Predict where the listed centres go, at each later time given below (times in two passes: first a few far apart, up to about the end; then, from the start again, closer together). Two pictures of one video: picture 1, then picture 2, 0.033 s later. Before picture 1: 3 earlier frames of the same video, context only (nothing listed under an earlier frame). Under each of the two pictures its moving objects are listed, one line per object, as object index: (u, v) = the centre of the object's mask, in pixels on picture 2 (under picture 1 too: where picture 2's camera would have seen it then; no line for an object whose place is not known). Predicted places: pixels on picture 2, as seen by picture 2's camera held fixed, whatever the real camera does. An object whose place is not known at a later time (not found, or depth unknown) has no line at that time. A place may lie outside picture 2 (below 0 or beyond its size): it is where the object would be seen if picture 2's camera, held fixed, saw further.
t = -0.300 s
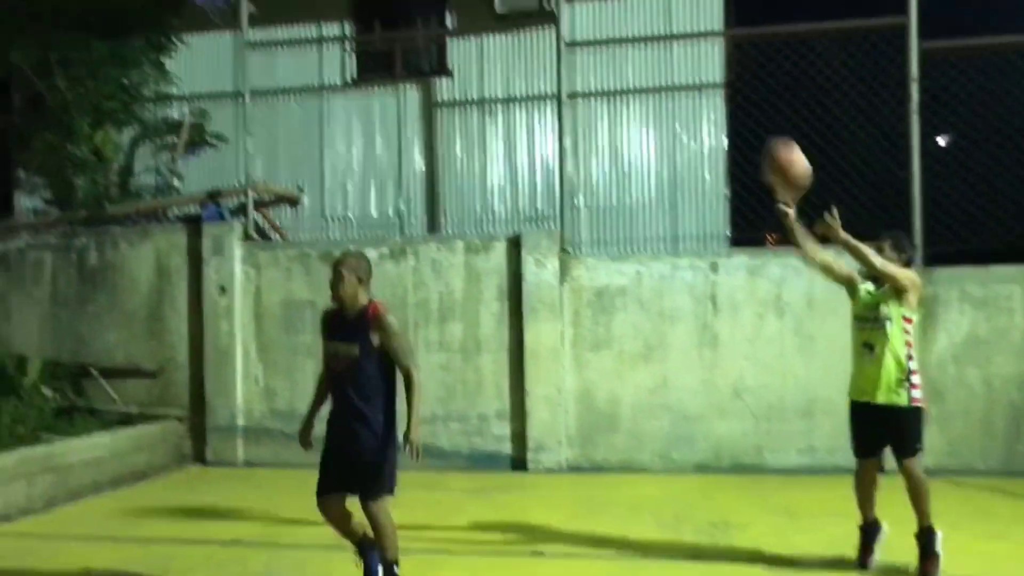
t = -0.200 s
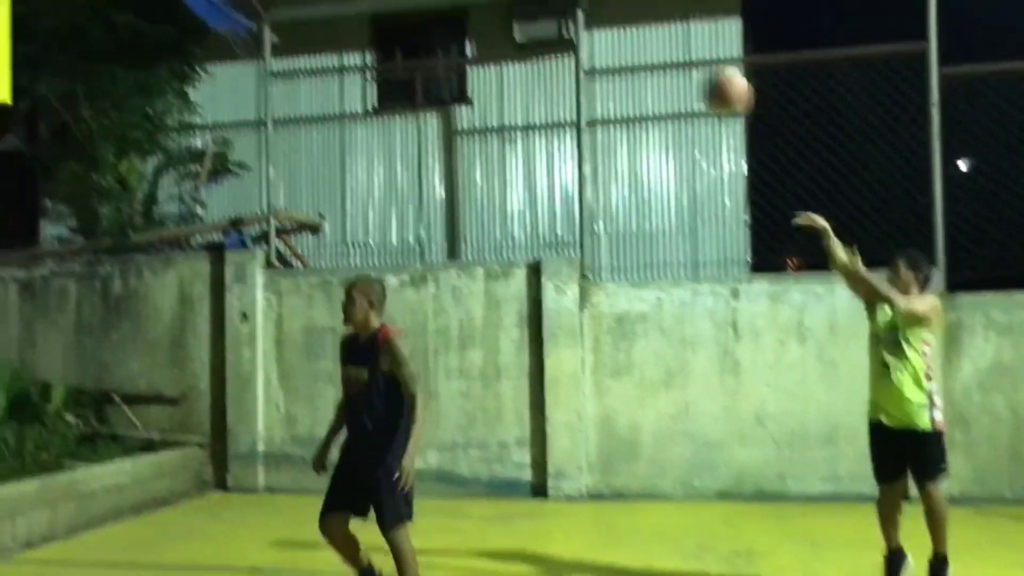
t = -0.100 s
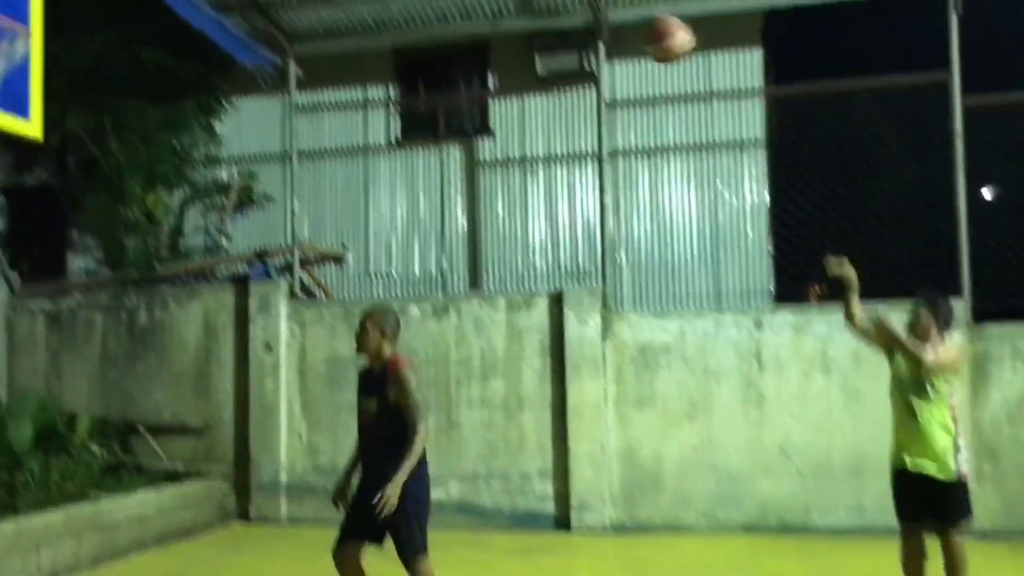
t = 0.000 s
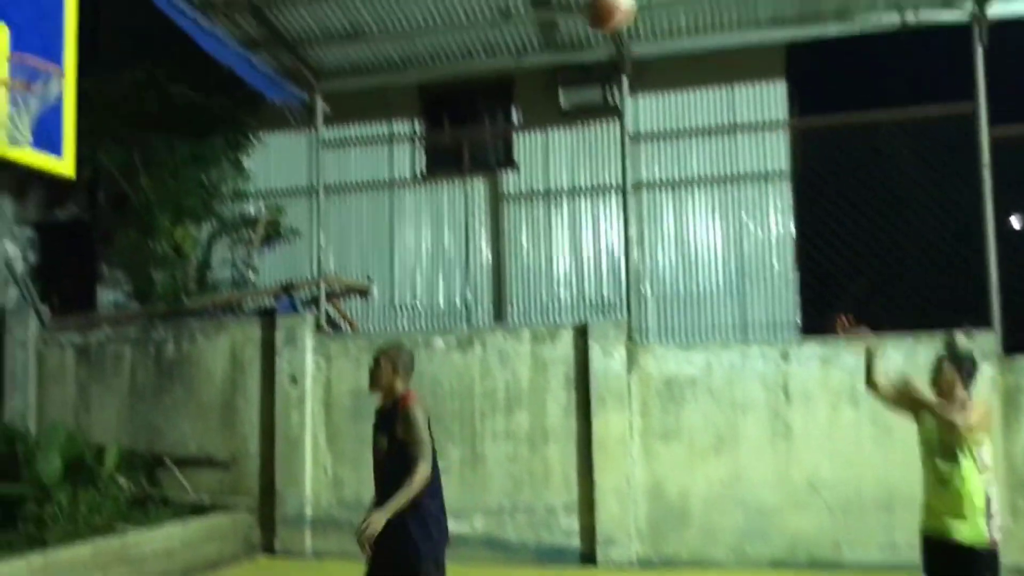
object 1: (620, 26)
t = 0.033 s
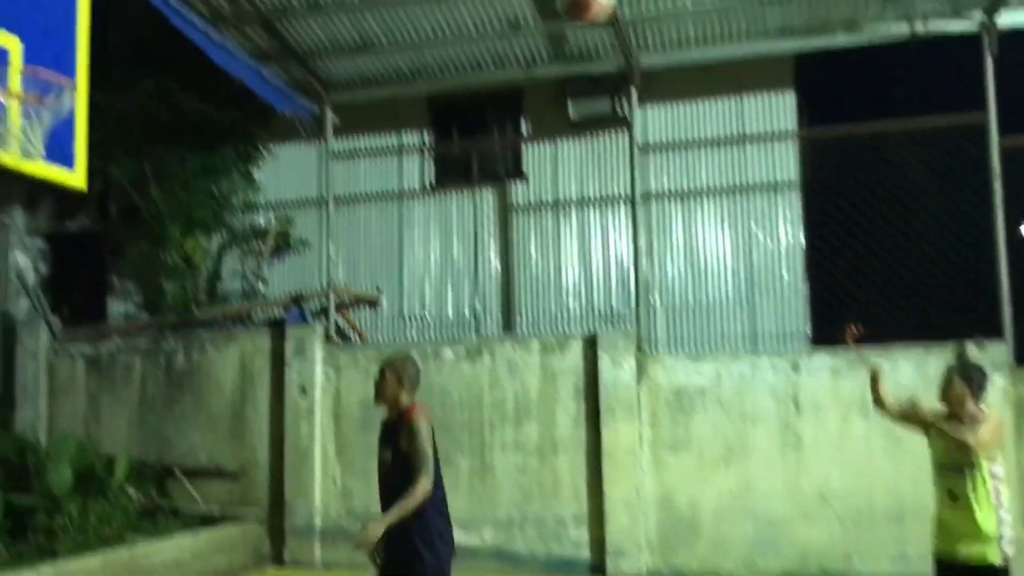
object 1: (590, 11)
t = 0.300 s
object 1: (366, -67)
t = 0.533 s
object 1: (164, -14)
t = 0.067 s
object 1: (561, -1)
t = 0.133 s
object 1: (507, -26)
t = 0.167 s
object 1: (479, -36)
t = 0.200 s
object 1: (450, -46)
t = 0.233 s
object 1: (421, -55)
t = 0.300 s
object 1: (366, -67)
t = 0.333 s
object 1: (337, -66)
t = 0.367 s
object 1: (307, -63)
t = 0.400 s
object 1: (281, -58)
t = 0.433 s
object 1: (251, -50)
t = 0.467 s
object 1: (224, -40)
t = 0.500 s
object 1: (193, -28)
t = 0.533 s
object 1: (164, -14)
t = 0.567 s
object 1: (131, 3)
